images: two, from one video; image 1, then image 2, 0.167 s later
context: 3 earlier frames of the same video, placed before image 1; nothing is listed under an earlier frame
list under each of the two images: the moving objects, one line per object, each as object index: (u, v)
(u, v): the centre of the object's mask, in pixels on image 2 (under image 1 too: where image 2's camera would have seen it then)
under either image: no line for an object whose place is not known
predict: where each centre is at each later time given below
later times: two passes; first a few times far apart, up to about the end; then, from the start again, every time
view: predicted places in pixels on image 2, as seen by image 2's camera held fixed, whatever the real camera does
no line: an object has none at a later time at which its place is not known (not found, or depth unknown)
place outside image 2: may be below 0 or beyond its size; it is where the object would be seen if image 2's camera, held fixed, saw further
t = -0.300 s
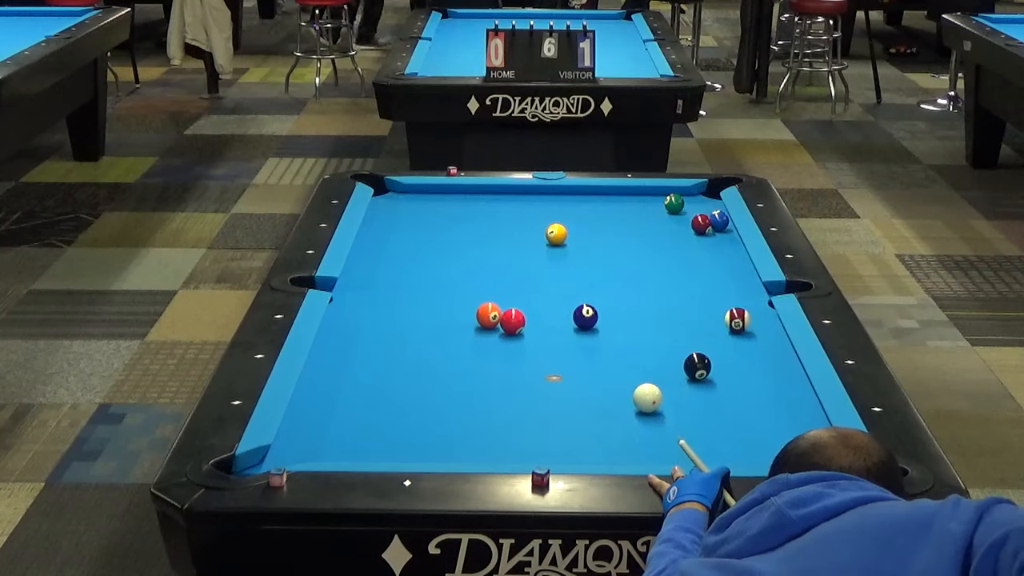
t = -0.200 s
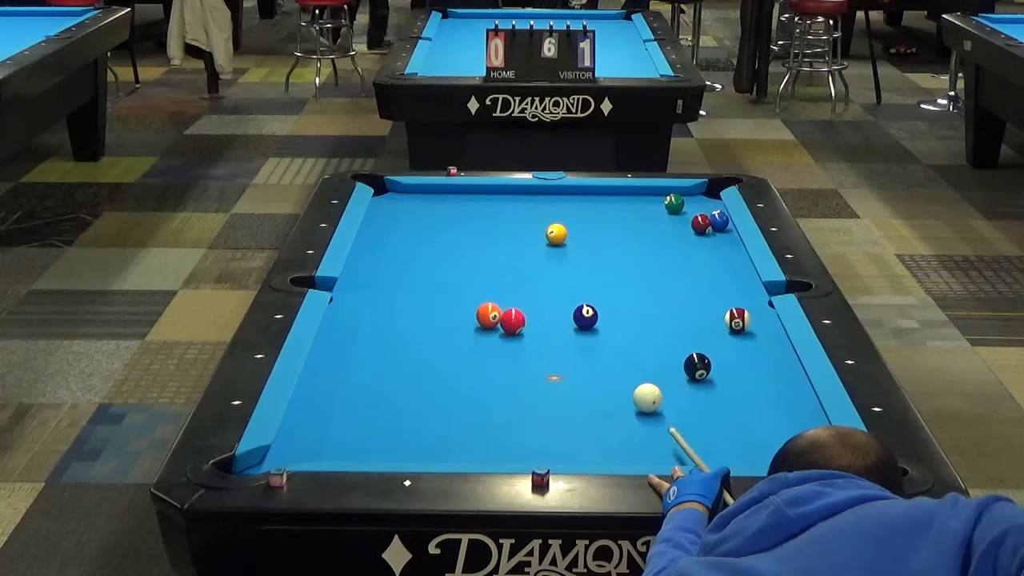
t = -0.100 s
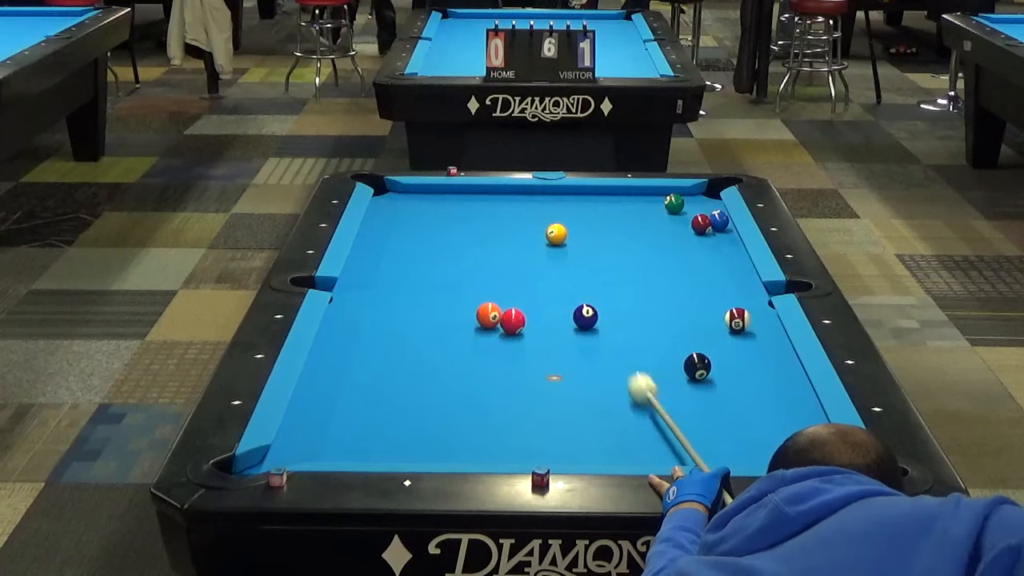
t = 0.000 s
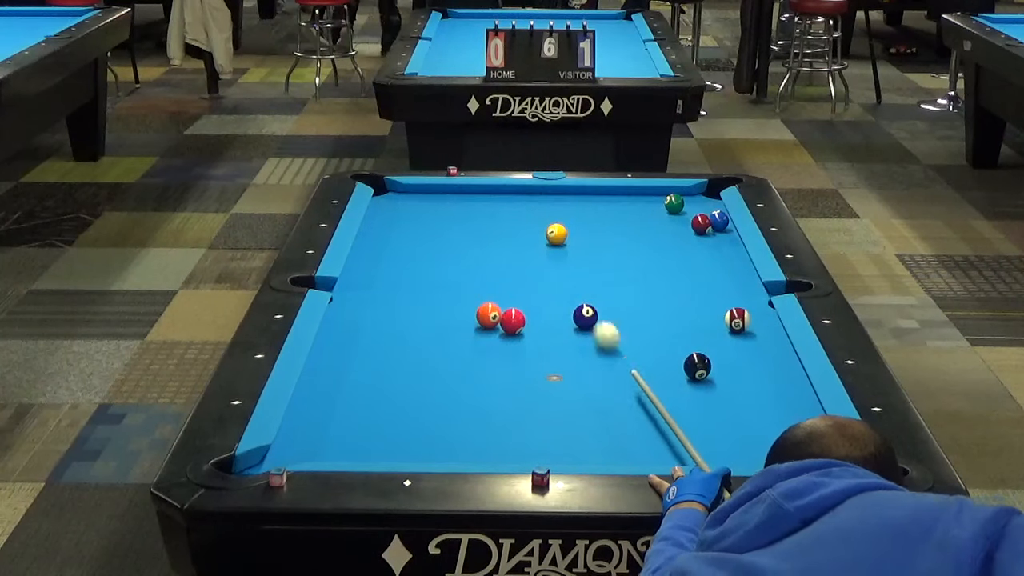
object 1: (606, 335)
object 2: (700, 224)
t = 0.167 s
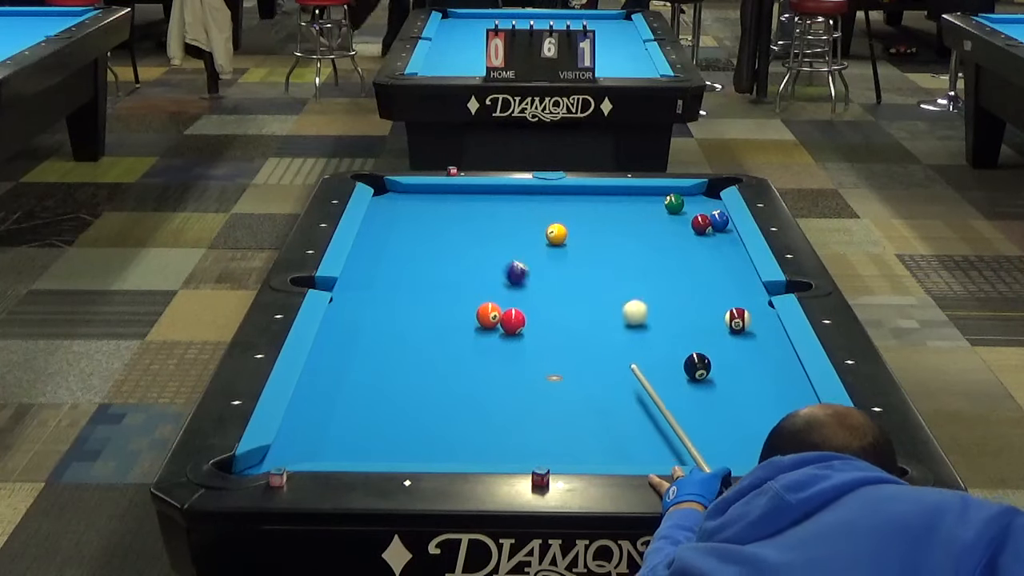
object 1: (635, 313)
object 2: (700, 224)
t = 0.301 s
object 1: (658, 298)
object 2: (700, 224)
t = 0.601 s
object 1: (703, 268)
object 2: (700, 224)
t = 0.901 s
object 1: (728, 243)
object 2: (700, 223)
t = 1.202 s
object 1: (700, 229)
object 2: (695, 217)
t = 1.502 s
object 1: (682, 226)
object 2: (679, 210)
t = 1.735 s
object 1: (669, 223)
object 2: (667, 207)
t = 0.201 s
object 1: (641, 309)
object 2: (700, 224)
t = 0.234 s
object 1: (647, 306)
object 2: (700, 224)
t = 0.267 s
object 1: (653, 302)
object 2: (700, 224)
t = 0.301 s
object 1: (658, 298)
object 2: (700, 224)
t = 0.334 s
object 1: (664, 295)
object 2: (700, 224)
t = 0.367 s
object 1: (669, 291)
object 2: (700, 224)
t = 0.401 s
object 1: (674, 287)
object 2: (700, 224)
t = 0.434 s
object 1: (679, 284)
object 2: (700, 224)
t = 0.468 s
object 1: (684, 281)
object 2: (700, 224)
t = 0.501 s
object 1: (689, 277)
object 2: (700, 224)
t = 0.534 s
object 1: (693, 274)
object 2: (700, 224)
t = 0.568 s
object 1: (698, 271)
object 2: (700, 224)
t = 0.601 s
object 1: (703, 268)
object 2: (700, 224)
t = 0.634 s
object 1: (707, 265)
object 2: (700, 224)
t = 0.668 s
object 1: (712, 262)
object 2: (700, 223)
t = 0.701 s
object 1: (716, 259)
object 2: (700, 224)
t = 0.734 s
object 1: (720, 256)
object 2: (700, 223)
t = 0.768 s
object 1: (724, 253)
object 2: (700, 224)
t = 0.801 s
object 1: (729, 250)
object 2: (700, 224)
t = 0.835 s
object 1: (732, 247)
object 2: (700, 224)
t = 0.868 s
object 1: (732, 245)
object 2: (700, 224)
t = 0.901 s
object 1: (728, 243)
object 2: (700, 223)
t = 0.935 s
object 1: (724, 241)
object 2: (700, 224)
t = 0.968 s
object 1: (721, 239)
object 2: (700, 223)
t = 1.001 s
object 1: (717, 237)
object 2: (700, 224)
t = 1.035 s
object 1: (714, 235)
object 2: (700, 223)
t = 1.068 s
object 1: (710, 233)
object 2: (698, 222)
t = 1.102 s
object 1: (707, 231)
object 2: (698, 220)
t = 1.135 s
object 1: (704, 229)
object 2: (697, 218)
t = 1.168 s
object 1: (702, 229)
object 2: (696, 217)
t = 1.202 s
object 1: (700, 229)
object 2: (695, 217)
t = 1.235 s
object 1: (698, 228)
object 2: (692, 216)
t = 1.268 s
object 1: (696, 228)
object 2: (691, 215)
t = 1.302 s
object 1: (694, 228)
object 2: (689, 214)
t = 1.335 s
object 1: (691, 227)
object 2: (687, 213)
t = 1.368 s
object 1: (689, 227)
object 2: (686, 212)
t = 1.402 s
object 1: (687, 226)
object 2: (684, 212)
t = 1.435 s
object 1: (685, 226)
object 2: (682, 211)
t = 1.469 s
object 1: (684, 226)
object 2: (680, 211)
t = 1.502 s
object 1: (682, 226)
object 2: (679, 210)
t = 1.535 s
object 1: (680, 225)
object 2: (677, 210)
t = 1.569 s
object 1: (678, 225)
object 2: (675, 209)
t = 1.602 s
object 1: (676, 225)
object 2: (674, 208)
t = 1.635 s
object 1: (674, 225)
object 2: (673, 208)
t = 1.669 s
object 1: (673, 224)
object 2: (671, 208)
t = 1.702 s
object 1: (671, 224)
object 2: (669, 207)
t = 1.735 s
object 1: (669, 223)
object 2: (667, 207)
